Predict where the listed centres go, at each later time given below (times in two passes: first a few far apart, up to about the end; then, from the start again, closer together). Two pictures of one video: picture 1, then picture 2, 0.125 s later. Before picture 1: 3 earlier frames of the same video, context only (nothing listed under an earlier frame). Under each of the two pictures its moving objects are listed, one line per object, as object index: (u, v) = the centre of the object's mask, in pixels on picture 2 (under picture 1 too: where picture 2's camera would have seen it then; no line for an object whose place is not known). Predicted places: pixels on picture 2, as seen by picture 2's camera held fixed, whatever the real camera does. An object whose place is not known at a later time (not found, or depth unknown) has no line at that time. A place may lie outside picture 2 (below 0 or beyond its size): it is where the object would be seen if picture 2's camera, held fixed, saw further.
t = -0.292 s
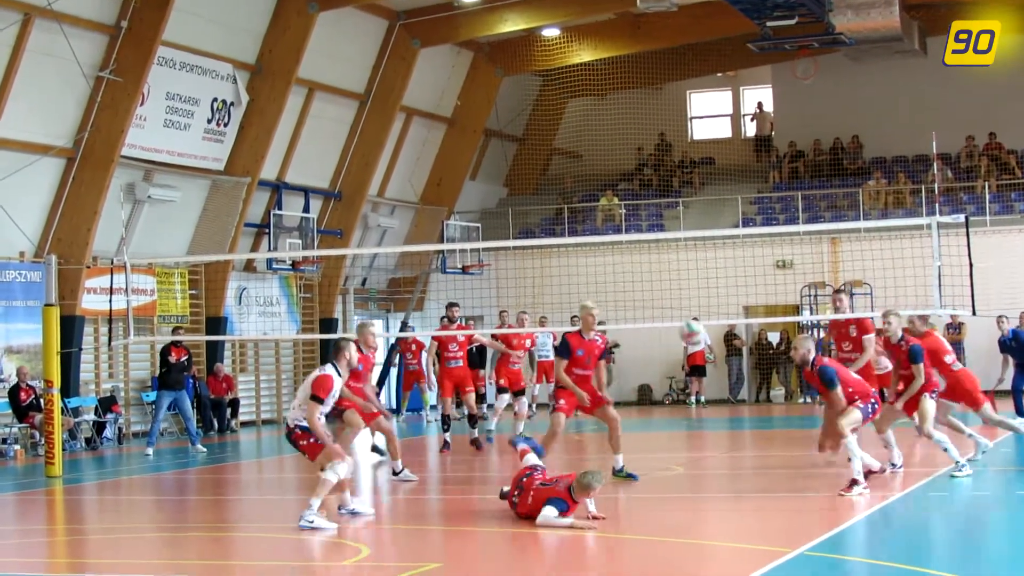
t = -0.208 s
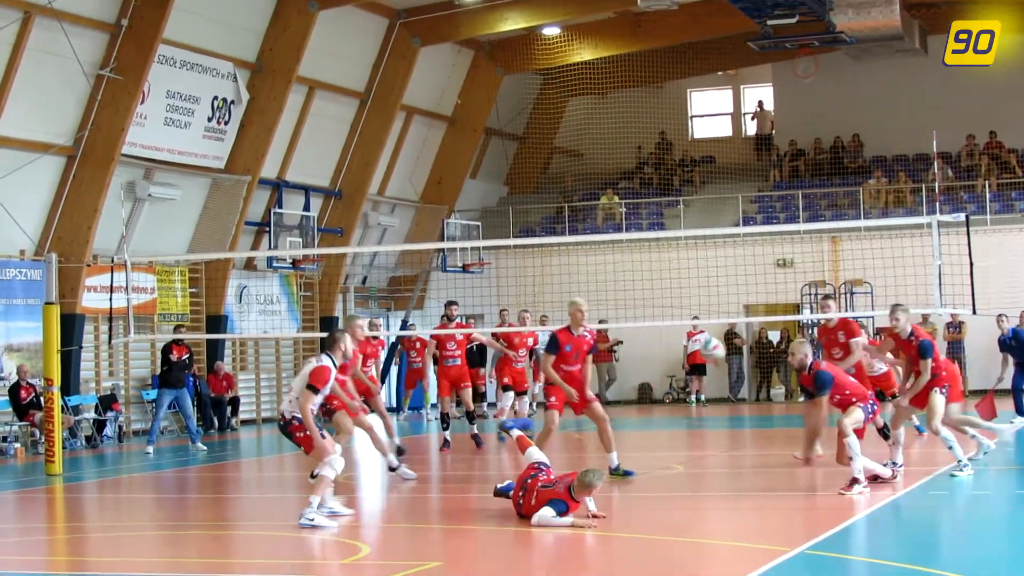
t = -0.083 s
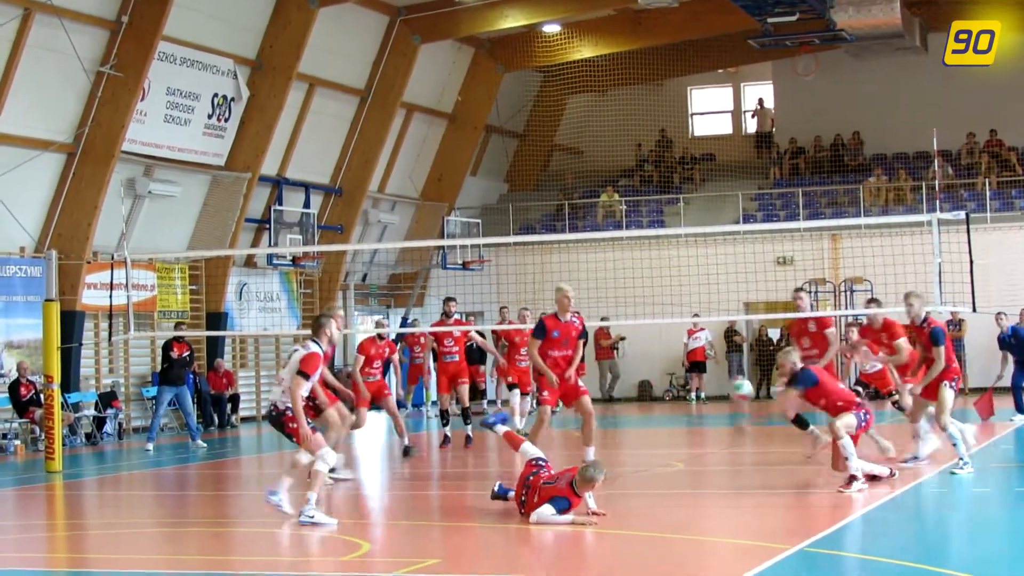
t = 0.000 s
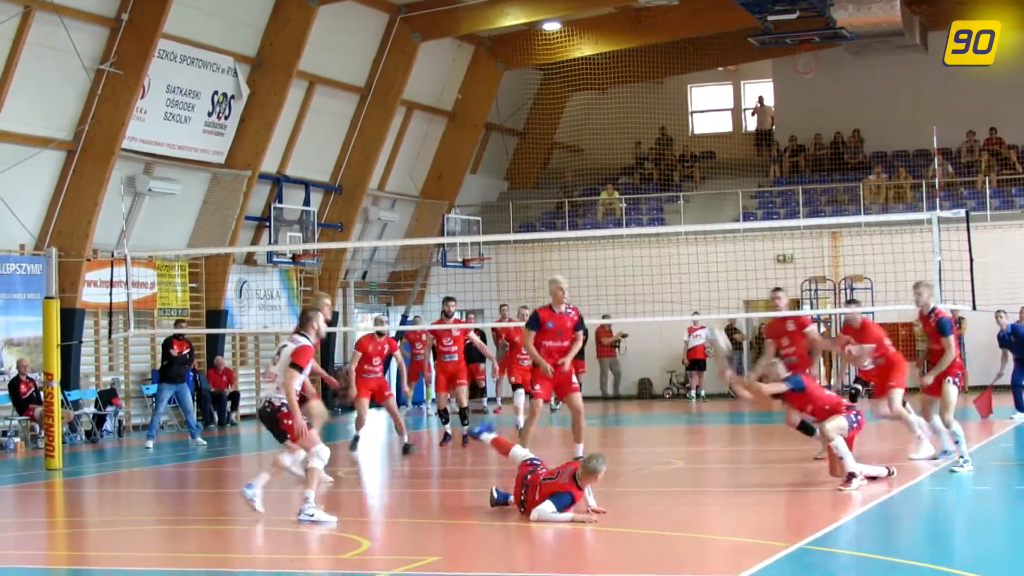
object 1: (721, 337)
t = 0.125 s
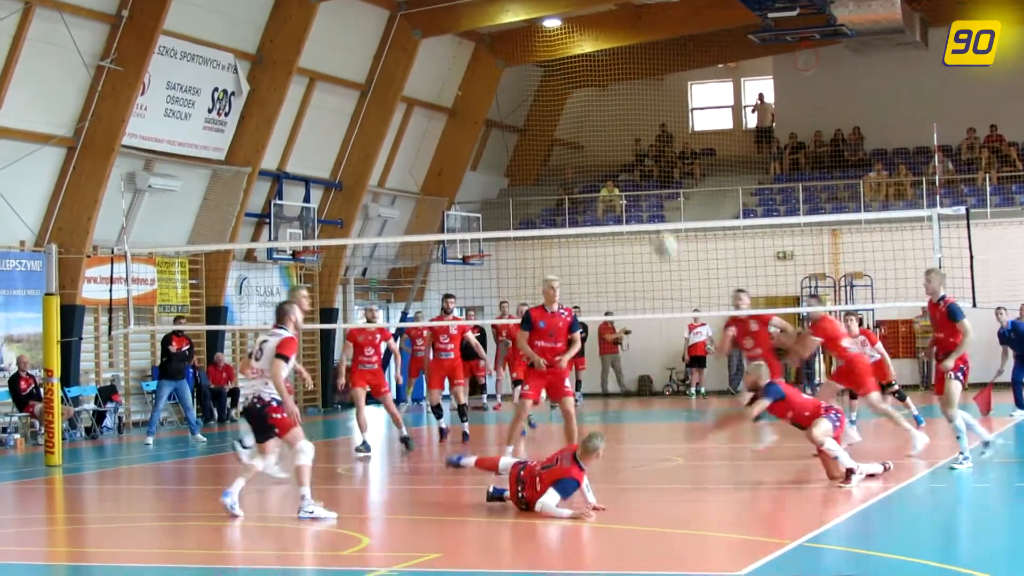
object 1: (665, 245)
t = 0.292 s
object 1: (602, 155)
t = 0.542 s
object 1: (521, 82)
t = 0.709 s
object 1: (475, 70)
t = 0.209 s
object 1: (635, 195)
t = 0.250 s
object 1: (617, 175)
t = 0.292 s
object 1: (602, 155)
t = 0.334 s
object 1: (589, 139)
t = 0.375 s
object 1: (573, 123)
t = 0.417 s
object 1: (559, 112)
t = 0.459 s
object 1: (547, 99)
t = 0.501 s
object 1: (532, 89)
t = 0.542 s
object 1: (521, 82)
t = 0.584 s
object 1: (509, 77)
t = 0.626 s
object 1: (497, 73)
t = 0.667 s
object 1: (484, 71)
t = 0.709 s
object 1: (475, 70)
